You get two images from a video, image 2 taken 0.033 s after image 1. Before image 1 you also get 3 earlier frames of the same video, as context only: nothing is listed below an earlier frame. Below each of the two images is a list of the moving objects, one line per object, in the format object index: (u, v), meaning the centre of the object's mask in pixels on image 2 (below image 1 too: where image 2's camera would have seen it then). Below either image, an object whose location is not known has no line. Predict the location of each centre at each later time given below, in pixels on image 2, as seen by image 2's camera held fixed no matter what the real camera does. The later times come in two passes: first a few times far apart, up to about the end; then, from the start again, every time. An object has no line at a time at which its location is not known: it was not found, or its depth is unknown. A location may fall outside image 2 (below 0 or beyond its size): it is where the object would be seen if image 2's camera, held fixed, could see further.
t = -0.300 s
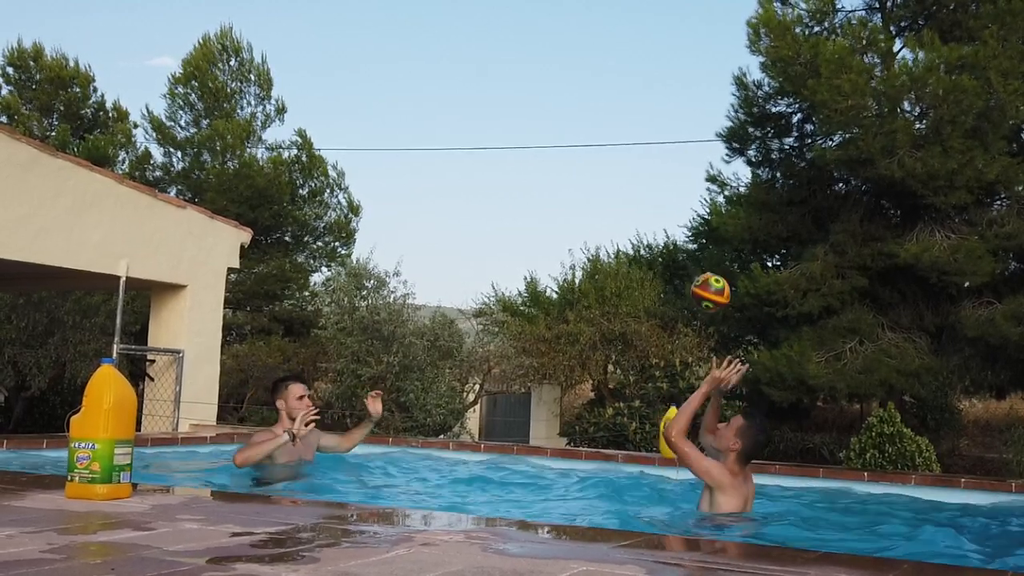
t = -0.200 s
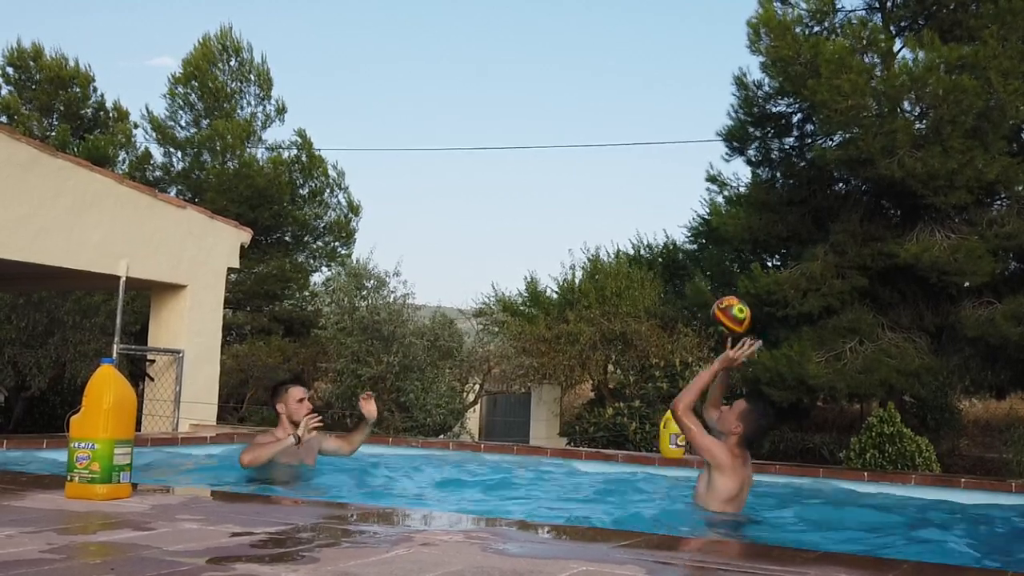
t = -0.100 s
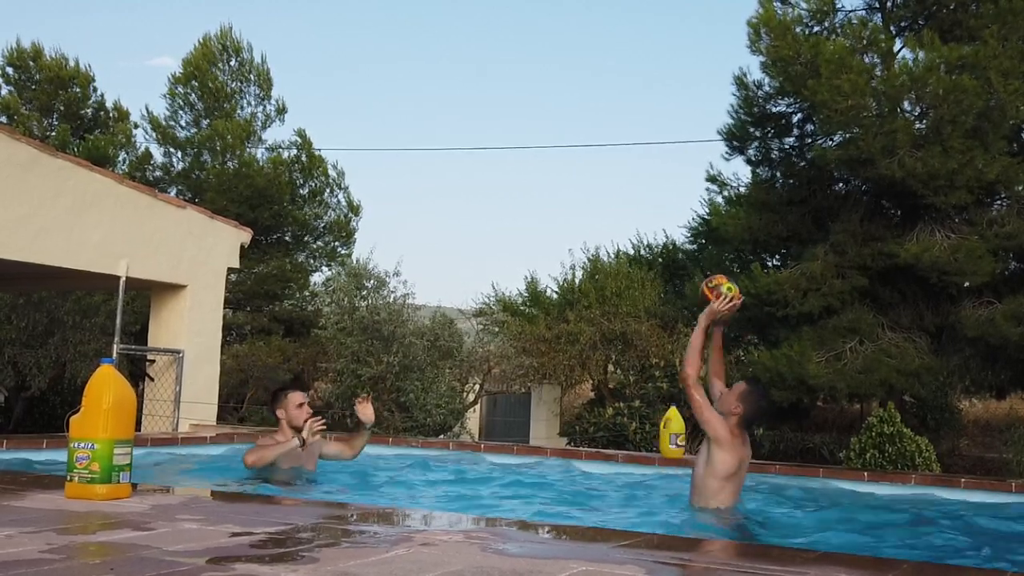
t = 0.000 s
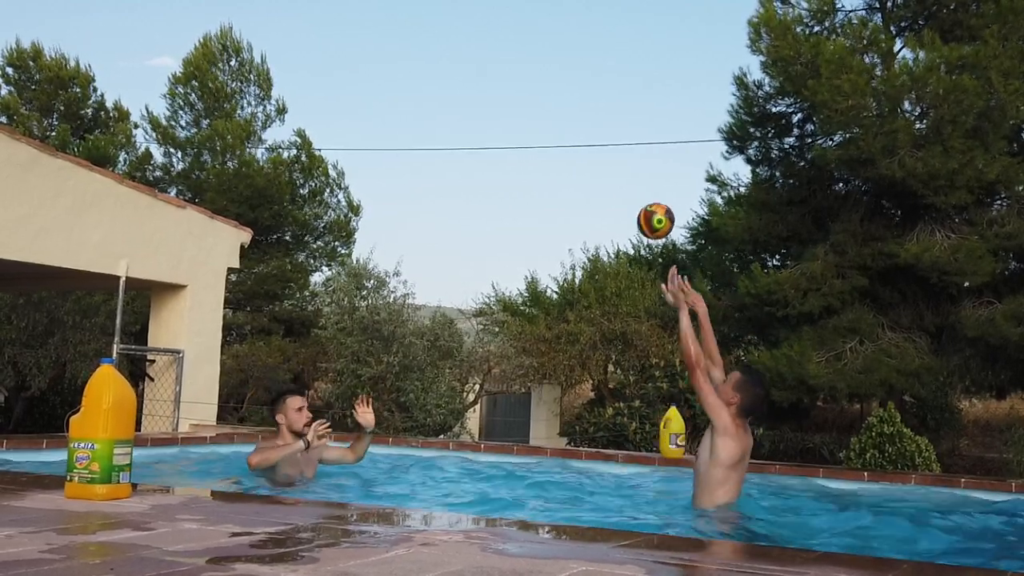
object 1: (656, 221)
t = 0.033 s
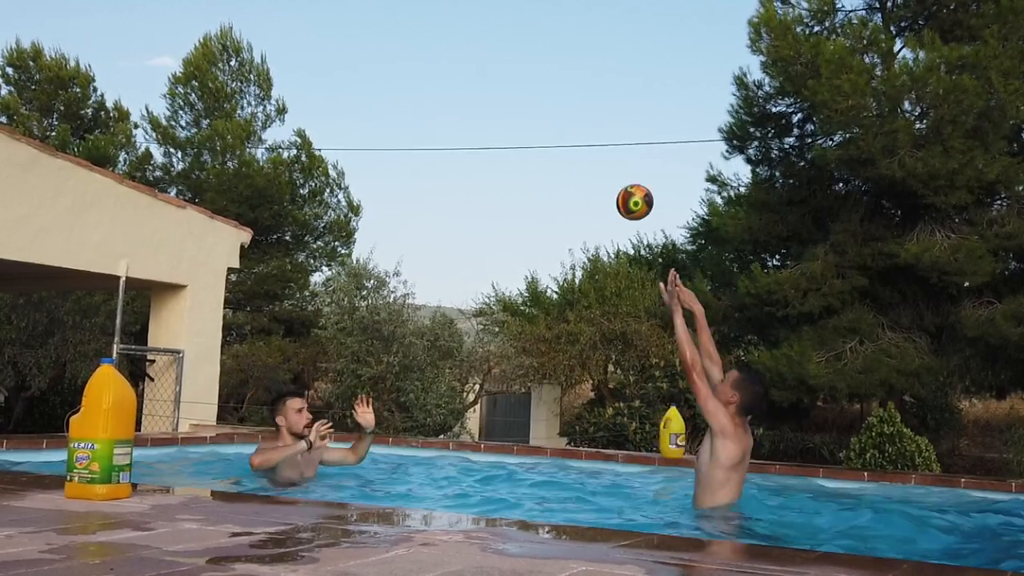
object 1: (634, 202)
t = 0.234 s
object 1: (517, 144)
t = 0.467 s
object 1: (392, 177)
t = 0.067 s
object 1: (614, 186)
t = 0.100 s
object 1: (594, 173)
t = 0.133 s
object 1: (574, 162)
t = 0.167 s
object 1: (554, 154)
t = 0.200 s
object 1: (535, 148)
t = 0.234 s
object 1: (517, 144)
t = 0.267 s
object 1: (498, 142)
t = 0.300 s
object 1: (480, 143)
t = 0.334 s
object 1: (462, 146)
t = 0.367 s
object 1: (444, 151)
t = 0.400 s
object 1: (426, 158)
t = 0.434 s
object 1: (409, 166)
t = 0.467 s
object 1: (392, 177)
